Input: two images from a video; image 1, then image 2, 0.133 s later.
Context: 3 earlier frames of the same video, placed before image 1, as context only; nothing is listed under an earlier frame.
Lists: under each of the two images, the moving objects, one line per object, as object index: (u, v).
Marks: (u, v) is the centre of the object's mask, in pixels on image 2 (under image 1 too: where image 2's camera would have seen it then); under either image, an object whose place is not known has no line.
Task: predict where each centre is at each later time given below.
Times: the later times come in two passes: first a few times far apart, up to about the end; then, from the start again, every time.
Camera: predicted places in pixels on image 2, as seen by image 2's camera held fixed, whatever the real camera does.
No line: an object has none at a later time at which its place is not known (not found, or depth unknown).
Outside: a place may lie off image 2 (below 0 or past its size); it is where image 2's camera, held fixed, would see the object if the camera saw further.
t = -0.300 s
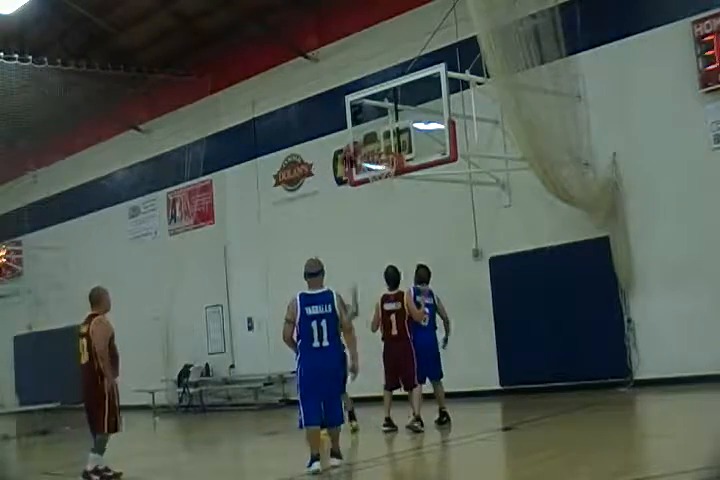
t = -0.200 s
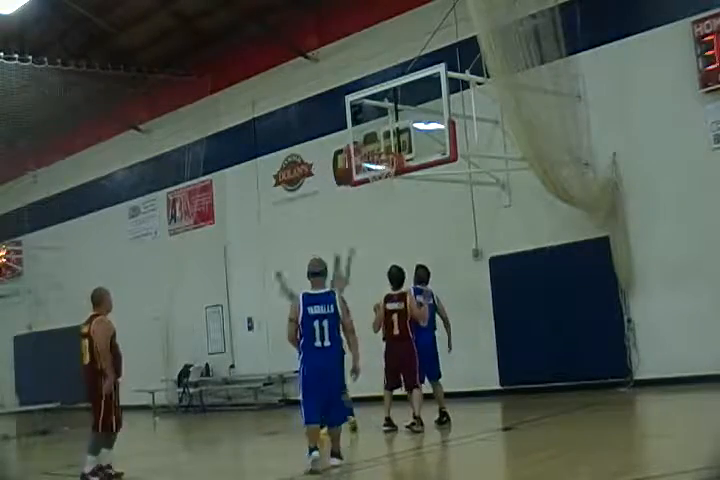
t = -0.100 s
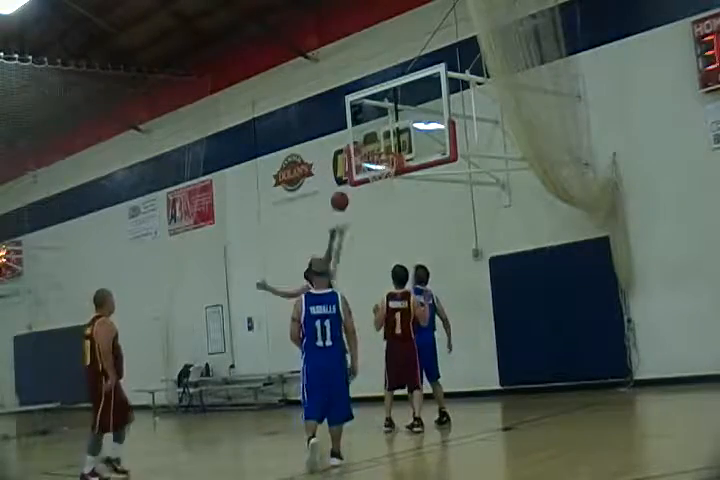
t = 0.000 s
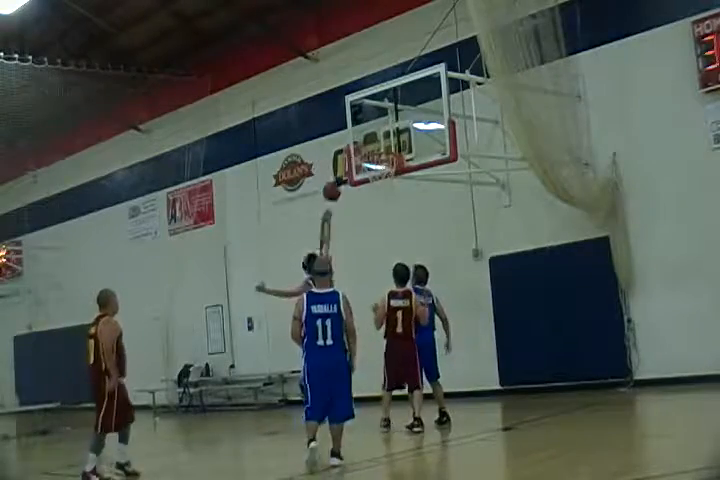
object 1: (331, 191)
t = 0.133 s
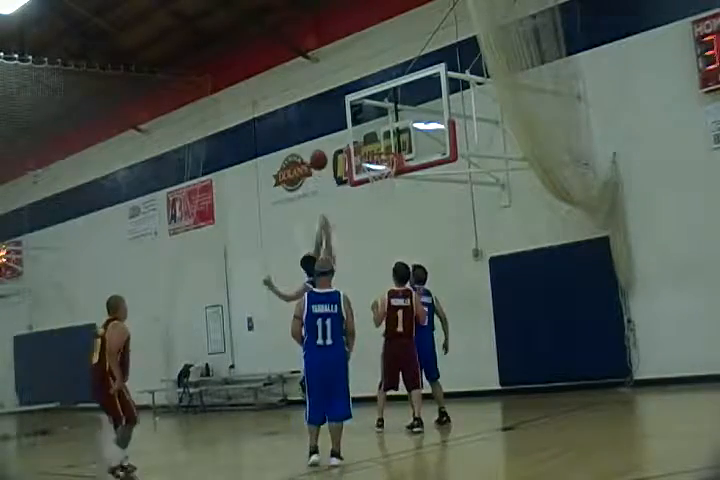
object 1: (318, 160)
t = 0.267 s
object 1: (305, 142)
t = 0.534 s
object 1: (282, 154)
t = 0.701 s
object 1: (272, 197)
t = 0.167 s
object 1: (315, 154)
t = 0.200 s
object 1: (312, 149)
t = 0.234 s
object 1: (309, 146)
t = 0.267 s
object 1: (305, 142)
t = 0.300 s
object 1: (302, 141)
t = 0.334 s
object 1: (299, 140)
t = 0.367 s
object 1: (297, 140)
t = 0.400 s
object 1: (295, 141)
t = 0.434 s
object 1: (292, 143)
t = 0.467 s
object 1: (289, 146)
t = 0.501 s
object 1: (285, 149)
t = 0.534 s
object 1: (282, 154)
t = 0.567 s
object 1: (280, 159)
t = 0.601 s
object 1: (279, 170)
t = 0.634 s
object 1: (277, 177)
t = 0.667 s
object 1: (274, 186)
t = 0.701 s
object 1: (272, 197)
